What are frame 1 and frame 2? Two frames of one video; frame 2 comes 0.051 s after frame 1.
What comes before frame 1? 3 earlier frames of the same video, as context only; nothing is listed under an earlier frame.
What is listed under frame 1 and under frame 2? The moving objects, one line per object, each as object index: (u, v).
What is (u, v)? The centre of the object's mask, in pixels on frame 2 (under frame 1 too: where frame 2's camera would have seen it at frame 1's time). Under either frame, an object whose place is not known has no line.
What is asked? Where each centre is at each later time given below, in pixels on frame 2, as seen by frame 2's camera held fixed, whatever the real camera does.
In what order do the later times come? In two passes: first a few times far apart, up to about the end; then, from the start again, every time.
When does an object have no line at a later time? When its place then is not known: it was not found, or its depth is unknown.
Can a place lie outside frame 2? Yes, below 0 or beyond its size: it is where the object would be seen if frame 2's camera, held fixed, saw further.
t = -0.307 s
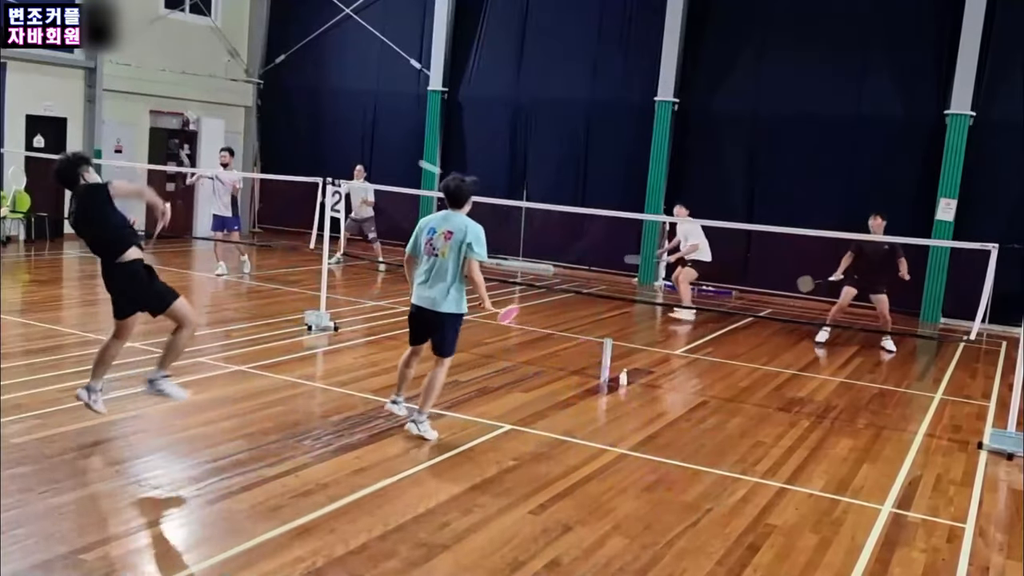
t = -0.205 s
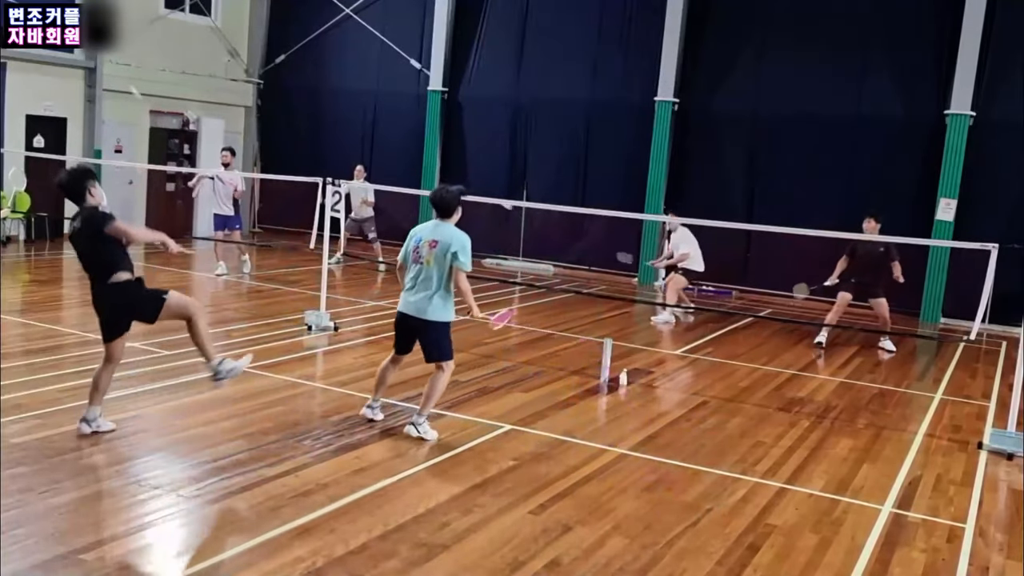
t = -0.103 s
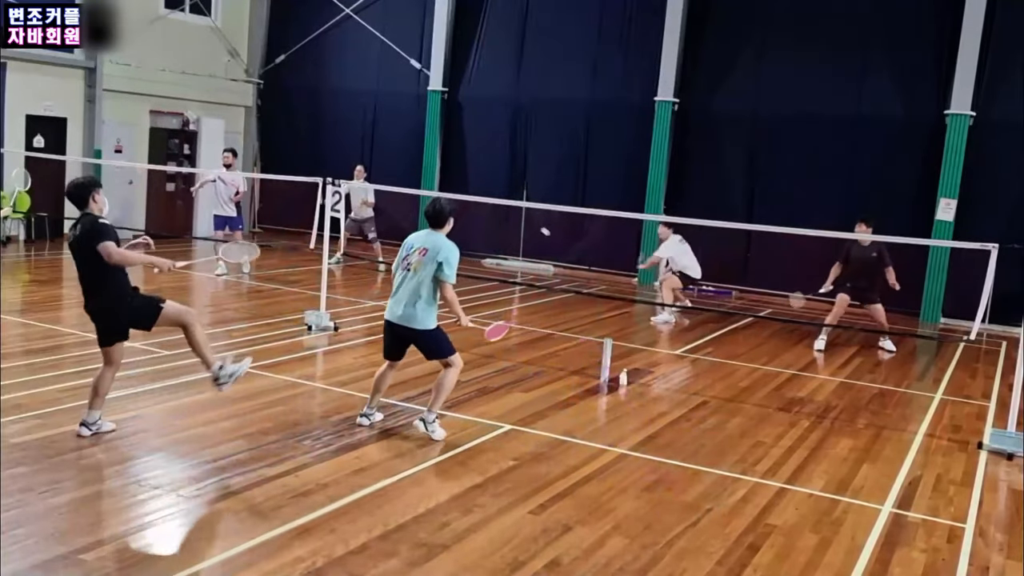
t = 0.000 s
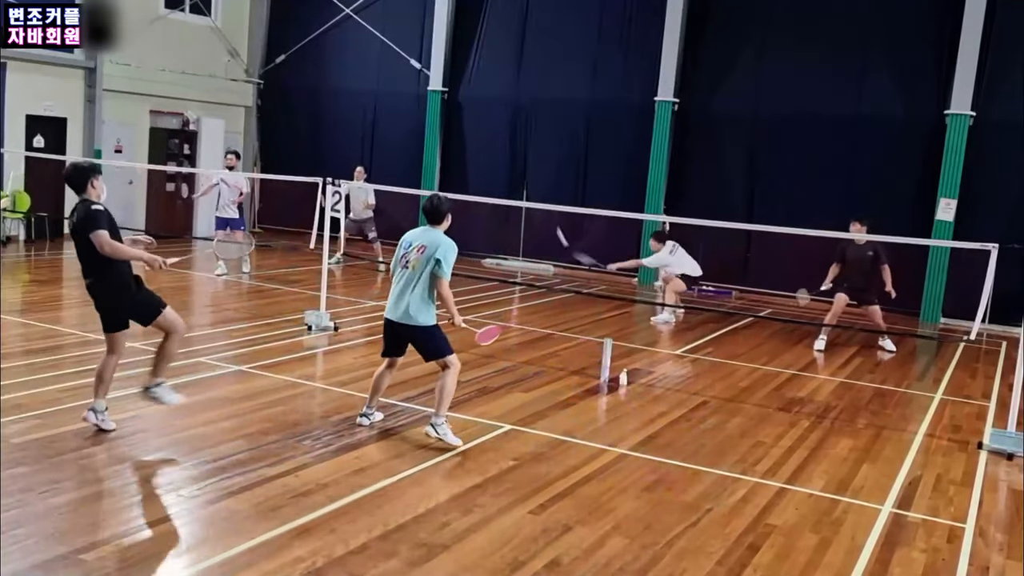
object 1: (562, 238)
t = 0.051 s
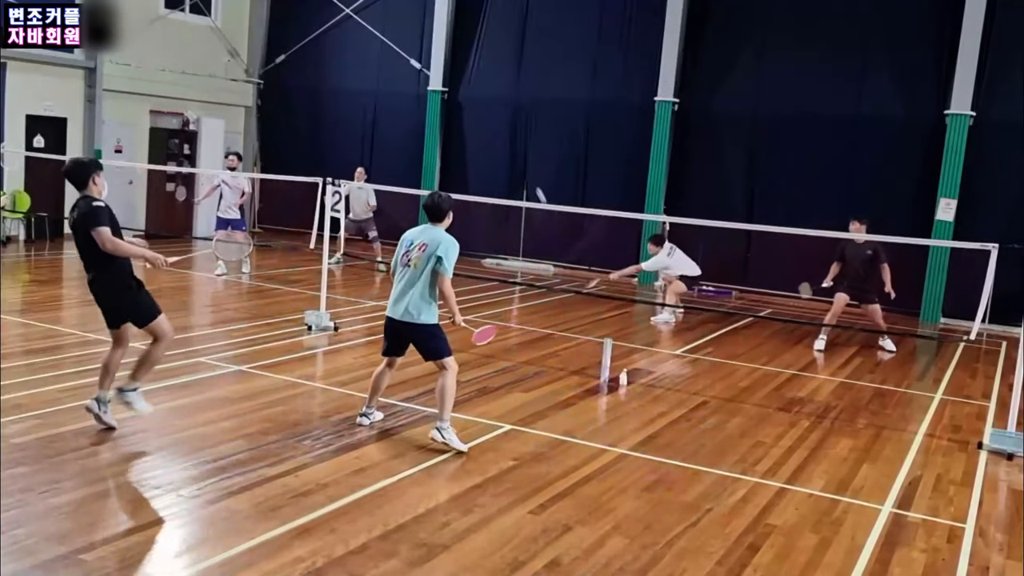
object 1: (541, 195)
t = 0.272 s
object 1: (467, 78)
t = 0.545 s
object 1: (376, 20)
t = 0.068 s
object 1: (535, 184)
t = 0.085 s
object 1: (529, 172)
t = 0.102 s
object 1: (523, 162)
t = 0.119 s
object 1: (517, 151)
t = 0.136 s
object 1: (511, 142)
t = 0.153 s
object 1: (505, 132)
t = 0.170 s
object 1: (499, 124)
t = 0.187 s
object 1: (494, 116)
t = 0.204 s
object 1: (488, 107)
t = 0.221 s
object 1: (483, 99)
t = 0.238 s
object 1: (478, 92)
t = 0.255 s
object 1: (472, 85)
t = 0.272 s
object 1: (467, 78)
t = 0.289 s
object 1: (461, 72)
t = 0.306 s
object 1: (455, 66)
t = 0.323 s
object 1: (450, 61)
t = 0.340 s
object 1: (446, 56)
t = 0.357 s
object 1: (441, 52)
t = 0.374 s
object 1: (433, 46)
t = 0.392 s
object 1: (427, 42)
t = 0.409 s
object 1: (422, 38)
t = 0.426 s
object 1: (416, 35)
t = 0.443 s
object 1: (411, 32)
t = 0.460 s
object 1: (405, 29)
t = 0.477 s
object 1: (399, 27)
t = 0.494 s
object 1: (394, 25)
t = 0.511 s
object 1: (388, 23)
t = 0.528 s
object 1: (382, 21)
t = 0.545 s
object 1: (376, 20)
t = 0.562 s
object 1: (370, 20)
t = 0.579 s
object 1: (364, 19)
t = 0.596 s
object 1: (358, 20)
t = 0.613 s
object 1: (351, 20)
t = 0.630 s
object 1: (345, 21)
